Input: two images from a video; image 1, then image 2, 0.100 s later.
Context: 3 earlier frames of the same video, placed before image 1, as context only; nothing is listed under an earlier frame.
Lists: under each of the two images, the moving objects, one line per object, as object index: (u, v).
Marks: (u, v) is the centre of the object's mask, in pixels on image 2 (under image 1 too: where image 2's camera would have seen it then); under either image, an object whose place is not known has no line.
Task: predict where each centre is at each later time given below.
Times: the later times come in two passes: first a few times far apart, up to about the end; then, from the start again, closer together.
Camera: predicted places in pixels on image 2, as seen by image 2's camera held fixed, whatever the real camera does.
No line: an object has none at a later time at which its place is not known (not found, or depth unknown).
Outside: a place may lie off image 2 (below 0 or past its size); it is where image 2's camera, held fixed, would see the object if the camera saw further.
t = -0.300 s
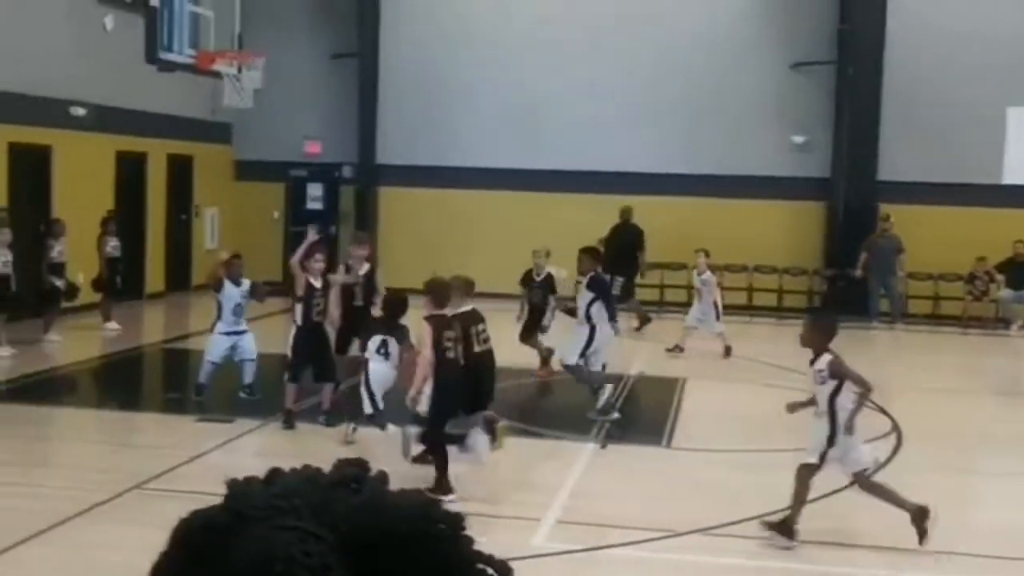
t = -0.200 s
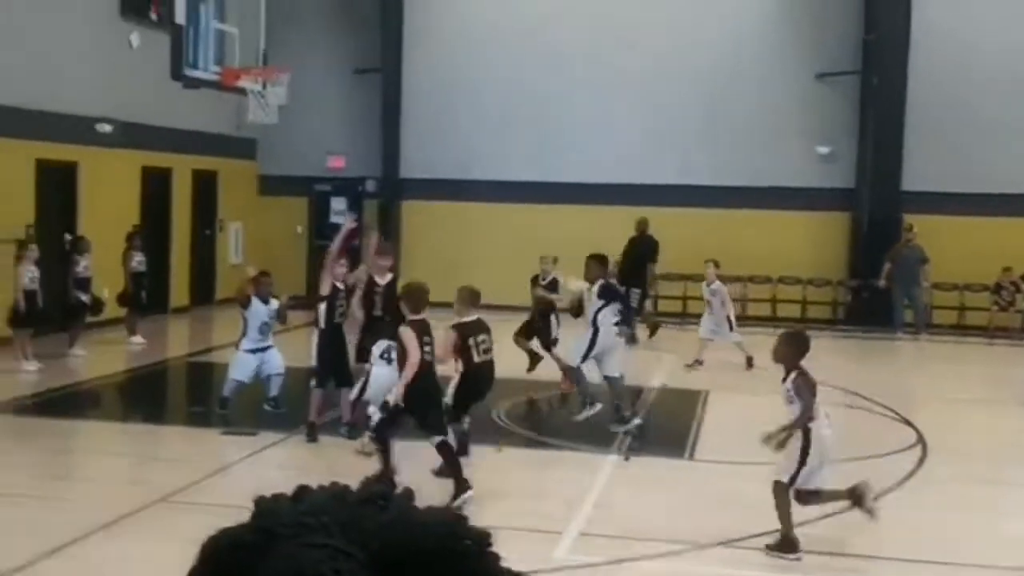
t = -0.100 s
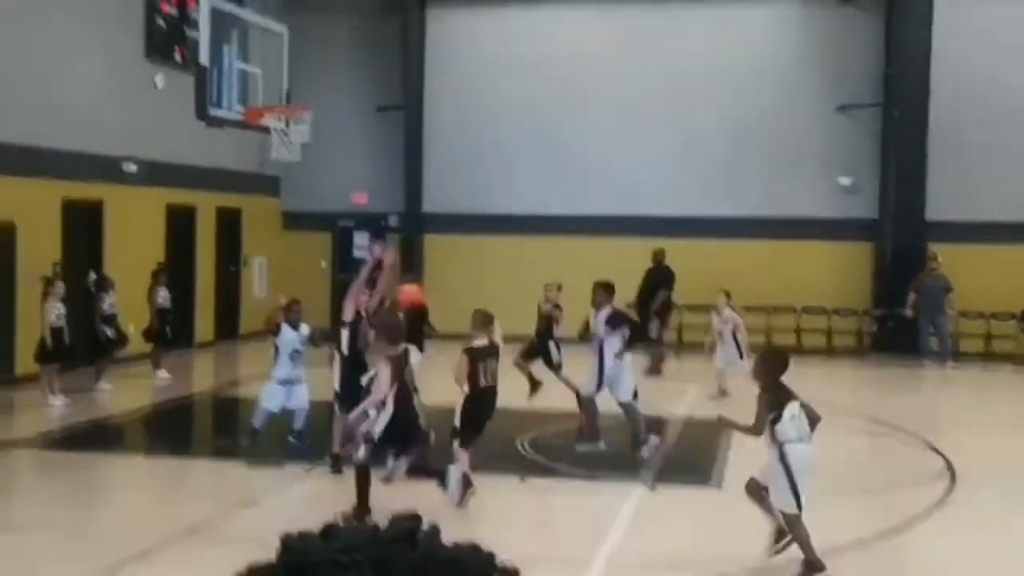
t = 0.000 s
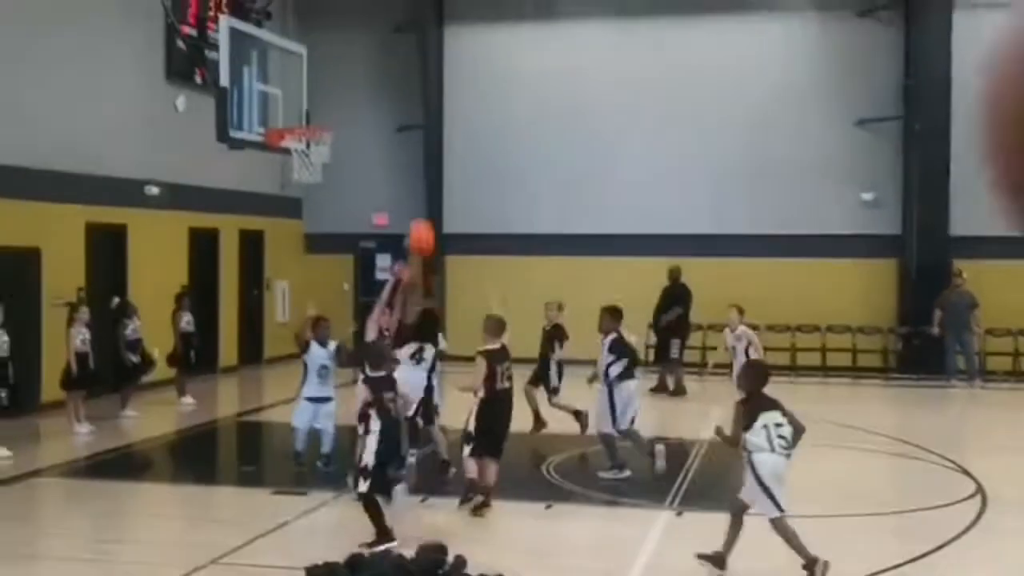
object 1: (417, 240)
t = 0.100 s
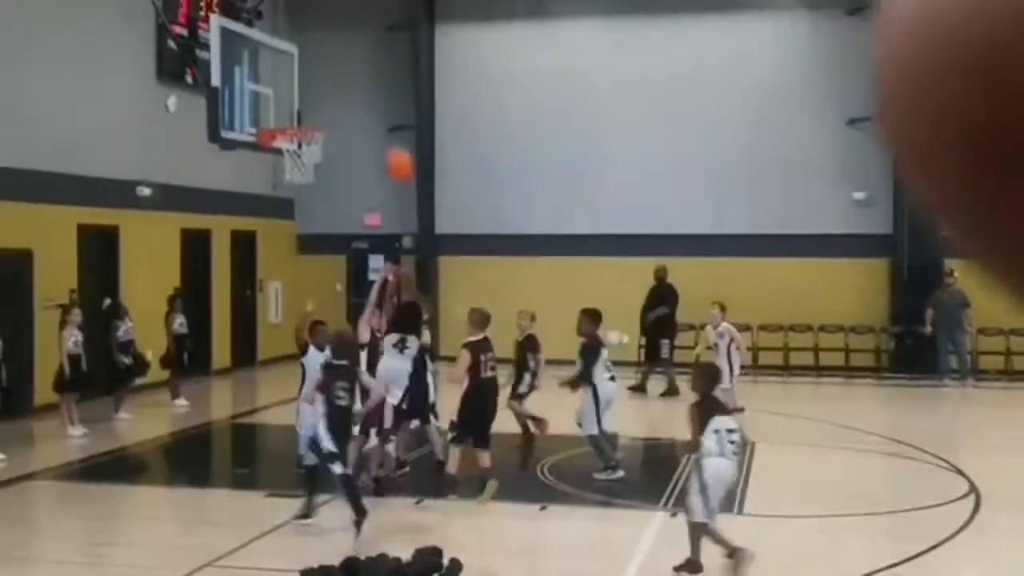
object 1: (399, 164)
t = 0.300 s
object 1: (374, 68)
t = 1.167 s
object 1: (297, 168)
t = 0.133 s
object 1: (398, 145)
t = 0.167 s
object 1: (395, 125)
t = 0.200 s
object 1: (389, 109)
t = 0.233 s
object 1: (383, 94)
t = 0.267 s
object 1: (379, 81)
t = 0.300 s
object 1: (374, 68)
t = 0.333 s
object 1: (373, 57)
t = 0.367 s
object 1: (369, 48)
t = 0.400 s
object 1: (364, 41)
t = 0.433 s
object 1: (360, 35)
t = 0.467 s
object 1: (357, 29)
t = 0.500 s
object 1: (354, 24)
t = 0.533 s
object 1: (351, 22)
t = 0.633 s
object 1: (340, 23)
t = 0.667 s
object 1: (337, 27)
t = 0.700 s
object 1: (333, 30)
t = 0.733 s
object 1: (330, 35)
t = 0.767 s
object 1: (327, 42)
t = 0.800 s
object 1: (324, 49)
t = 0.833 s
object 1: (318, 59)
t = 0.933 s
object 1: (310, 91)
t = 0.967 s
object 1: (308, 101)
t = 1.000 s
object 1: (307, 114)
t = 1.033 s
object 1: (303, 123)
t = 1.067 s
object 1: (295, 141)
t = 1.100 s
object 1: (300, 146)
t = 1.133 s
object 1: (297, 160)
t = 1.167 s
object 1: (297, 168)
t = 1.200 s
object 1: (296, 175)
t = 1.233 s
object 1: (296, 181)
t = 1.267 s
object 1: (295, 189)
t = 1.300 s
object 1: (294, 202)
